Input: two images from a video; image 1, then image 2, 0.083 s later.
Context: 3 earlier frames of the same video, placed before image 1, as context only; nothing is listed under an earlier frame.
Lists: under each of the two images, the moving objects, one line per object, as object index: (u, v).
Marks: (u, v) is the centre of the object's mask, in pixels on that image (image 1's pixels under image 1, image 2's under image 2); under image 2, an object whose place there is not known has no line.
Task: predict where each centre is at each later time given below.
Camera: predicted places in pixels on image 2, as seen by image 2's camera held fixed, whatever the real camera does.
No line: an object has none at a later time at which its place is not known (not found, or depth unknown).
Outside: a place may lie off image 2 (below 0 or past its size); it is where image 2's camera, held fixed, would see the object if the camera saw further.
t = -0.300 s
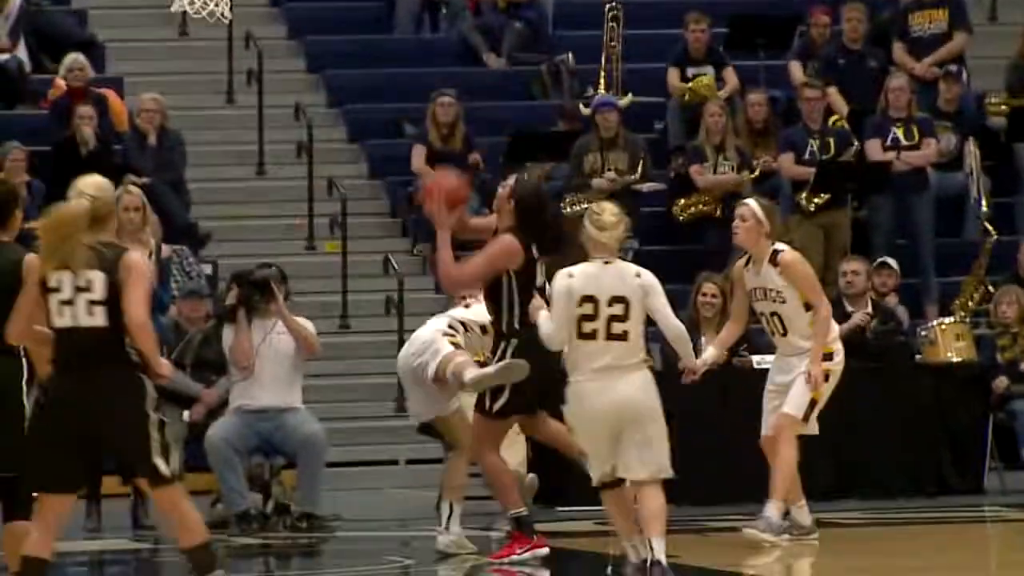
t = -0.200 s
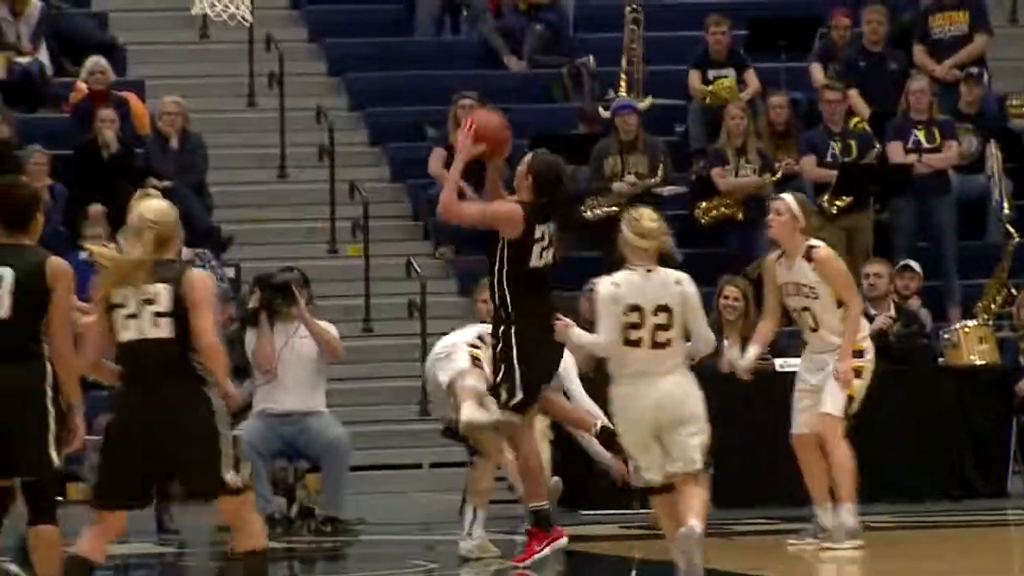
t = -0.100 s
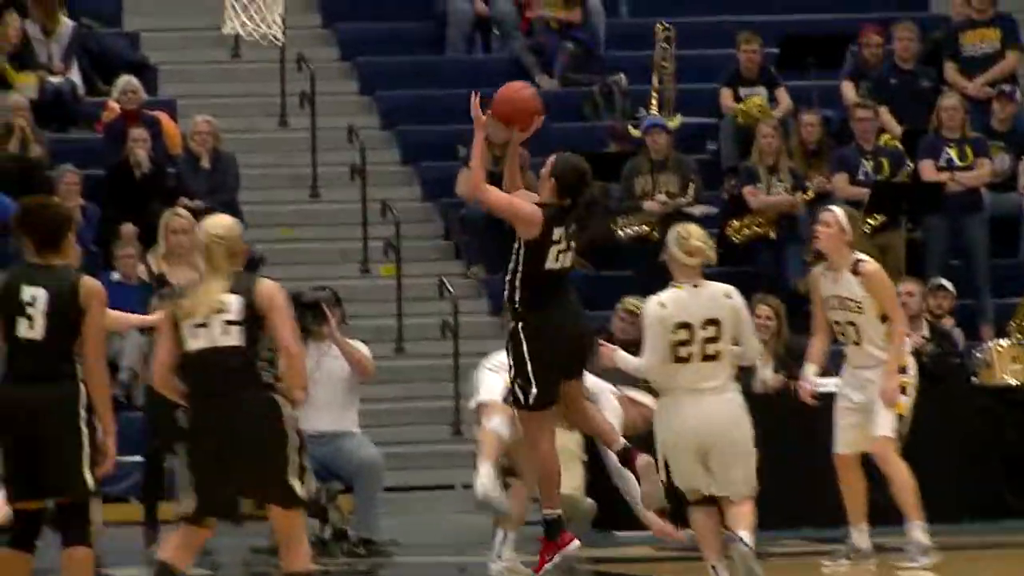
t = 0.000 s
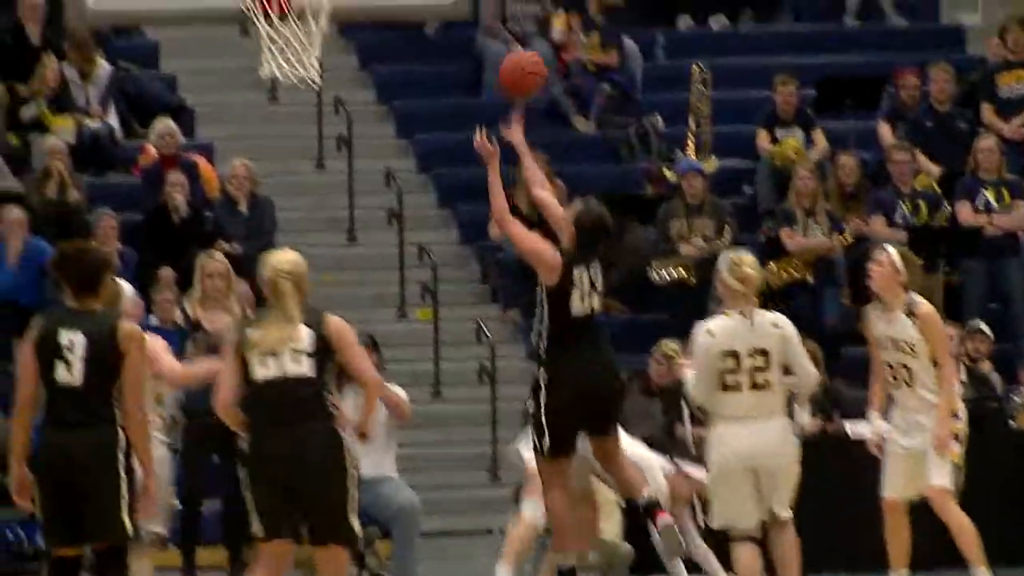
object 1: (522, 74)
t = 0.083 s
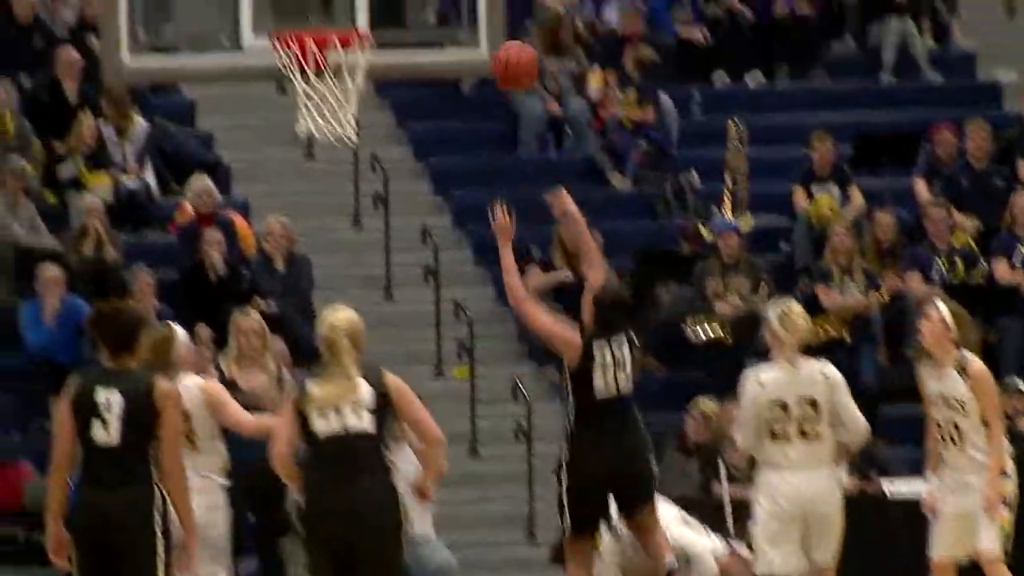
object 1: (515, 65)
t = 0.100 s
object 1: (506, 54)
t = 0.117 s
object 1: (497, 43)
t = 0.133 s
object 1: (489, 33)
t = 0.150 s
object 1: (480, 23)
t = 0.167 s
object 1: (472, 14)
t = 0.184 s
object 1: (463, 6)
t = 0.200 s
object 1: (455, 1)
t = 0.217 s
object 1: (447, -7)
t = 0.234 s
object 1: (441, -14)
